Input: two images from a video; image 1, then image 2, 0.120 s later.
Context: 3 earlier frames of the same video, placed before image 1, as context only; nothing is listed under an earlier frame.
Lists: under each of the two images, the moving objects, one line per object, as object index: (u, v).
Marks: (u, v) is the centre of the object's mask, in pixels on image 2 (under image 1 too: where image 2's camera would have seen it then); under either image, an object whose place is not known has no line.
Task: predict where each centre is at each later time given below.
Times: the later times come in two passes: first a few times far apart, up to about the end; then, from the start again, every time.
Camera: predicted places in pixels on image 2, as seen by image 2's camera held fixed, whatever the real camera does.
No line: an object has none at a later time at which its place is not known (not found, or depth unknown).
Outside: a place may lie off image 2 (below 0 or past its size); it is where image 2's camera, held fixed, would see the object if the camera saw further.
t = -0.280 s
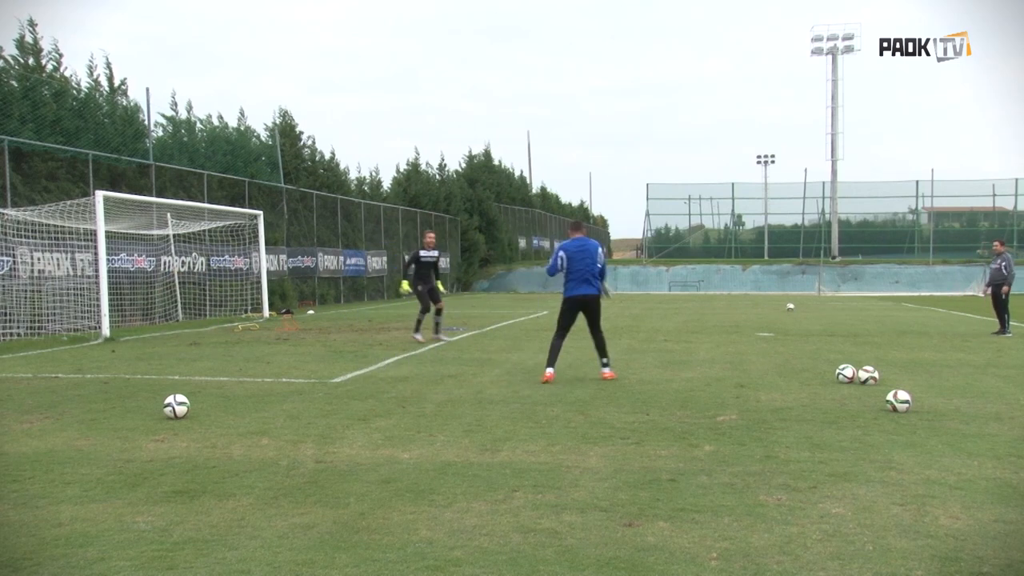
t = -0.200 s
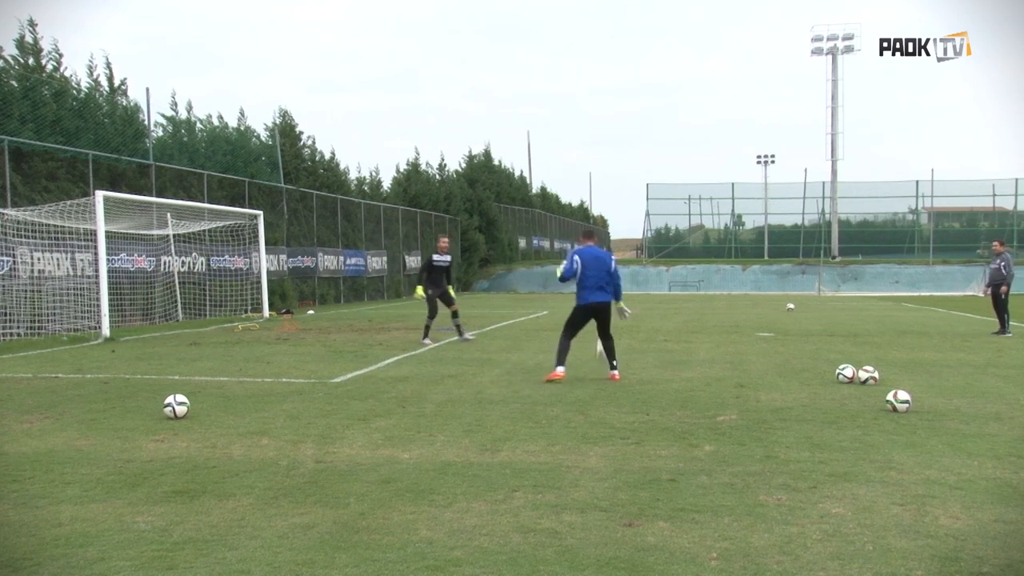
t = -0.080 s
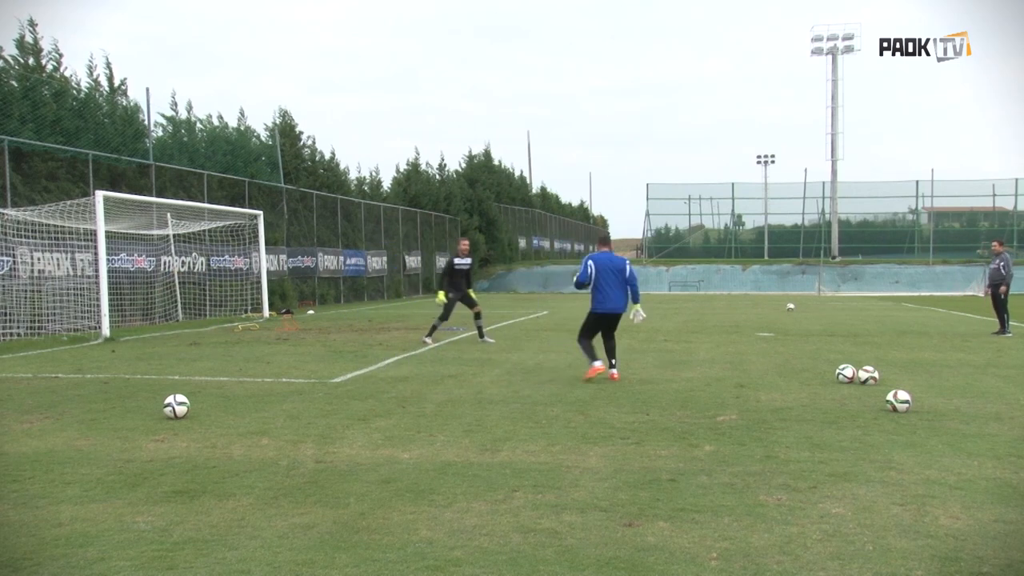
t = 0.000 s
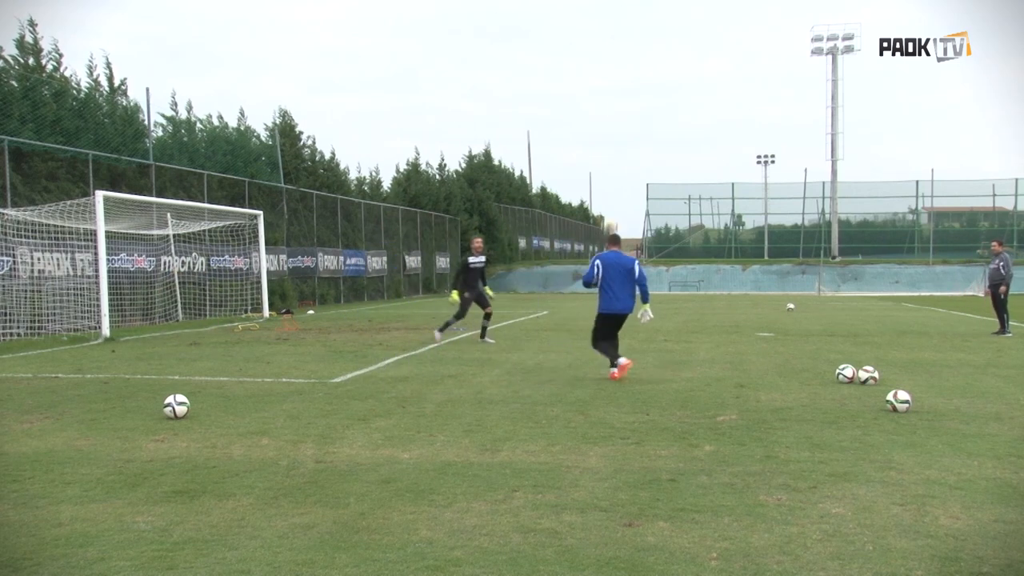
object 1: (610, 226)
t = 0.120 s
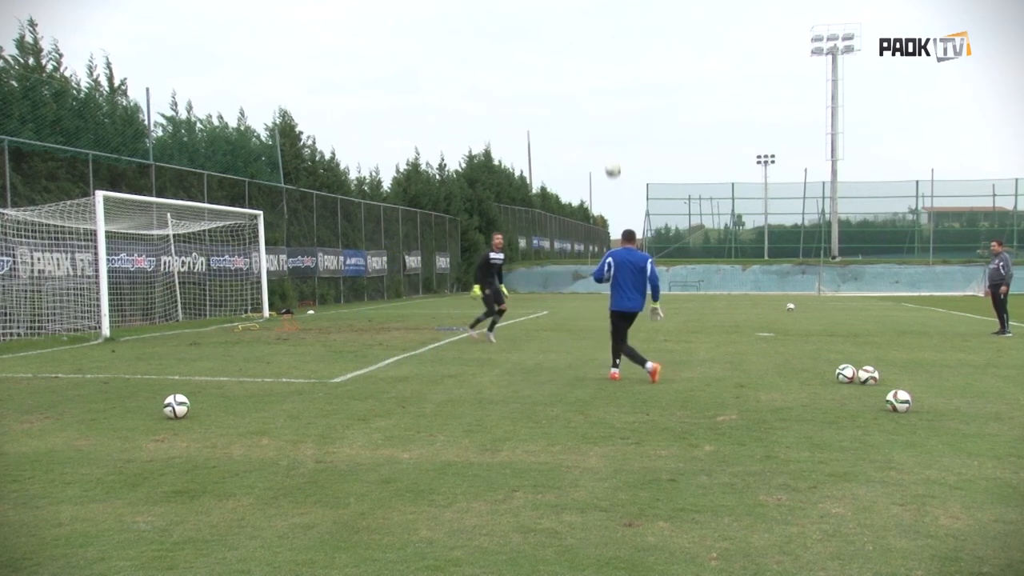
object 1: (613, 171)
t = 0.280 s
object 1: (617, 116)
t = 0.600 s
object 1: (624, 70)
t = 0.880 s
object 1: (629, 89)
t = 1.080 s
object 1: (632, 133)
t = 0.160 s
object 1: (614, 155)
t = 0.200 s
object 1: (615, 141)
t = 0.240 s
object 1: (616, 128)
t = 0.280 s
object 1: (617, 116)
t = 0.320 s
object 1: (618, 106)
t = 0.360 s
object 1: (619, 97)
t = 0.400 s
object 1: (620, 89)
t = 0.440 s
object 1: (620, 83)
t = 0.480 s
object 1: (621, 78)
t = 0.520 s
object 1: (622, 75)
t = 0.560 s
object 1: (623, 71)
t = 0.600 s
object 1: (624, 70)
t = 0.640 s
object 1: (625, 69)
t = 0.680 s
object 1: (626, 70)
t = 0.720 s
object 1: (626, 71)
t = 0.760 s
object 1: (627, 74)
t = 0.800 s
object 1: (628, 79)
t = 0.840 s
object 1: (628, 83)
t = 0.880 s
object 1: (629, 89)
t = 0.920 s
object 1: (629, 96)
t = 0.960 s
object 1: (630, 104)
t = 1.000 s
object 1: (631, 113)
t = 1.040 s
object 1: (631, 122)
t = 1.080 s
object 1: (632, 133)
